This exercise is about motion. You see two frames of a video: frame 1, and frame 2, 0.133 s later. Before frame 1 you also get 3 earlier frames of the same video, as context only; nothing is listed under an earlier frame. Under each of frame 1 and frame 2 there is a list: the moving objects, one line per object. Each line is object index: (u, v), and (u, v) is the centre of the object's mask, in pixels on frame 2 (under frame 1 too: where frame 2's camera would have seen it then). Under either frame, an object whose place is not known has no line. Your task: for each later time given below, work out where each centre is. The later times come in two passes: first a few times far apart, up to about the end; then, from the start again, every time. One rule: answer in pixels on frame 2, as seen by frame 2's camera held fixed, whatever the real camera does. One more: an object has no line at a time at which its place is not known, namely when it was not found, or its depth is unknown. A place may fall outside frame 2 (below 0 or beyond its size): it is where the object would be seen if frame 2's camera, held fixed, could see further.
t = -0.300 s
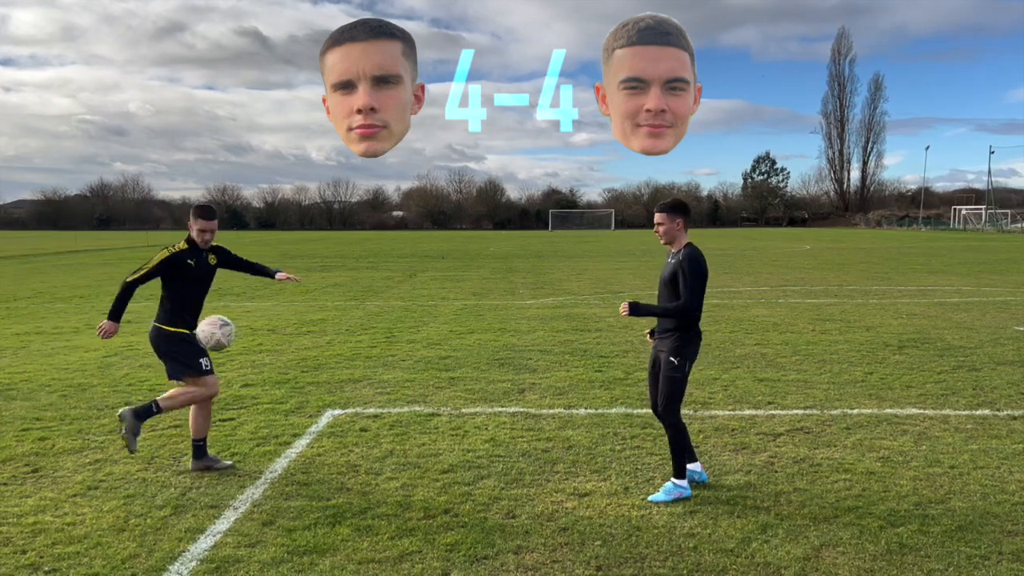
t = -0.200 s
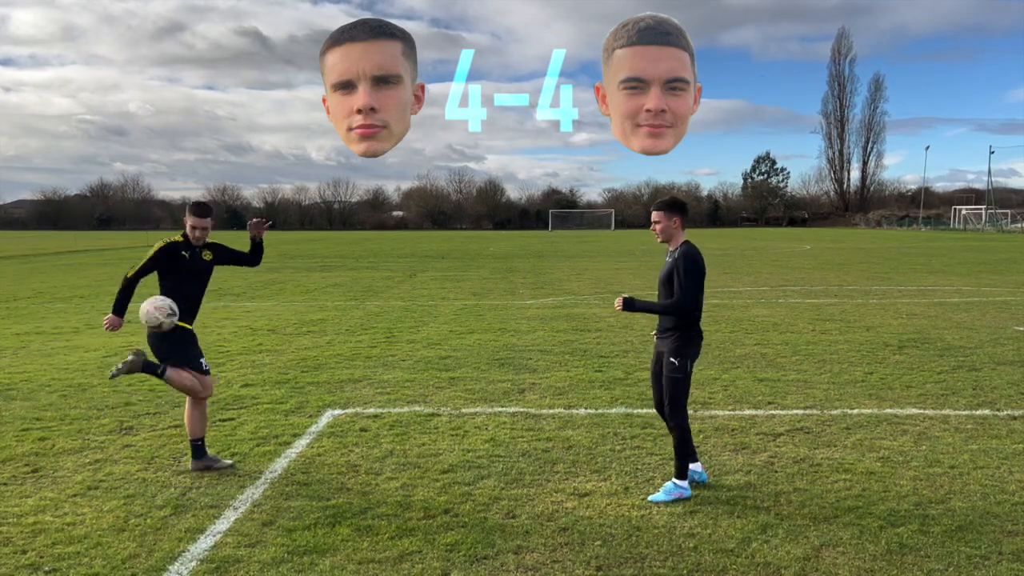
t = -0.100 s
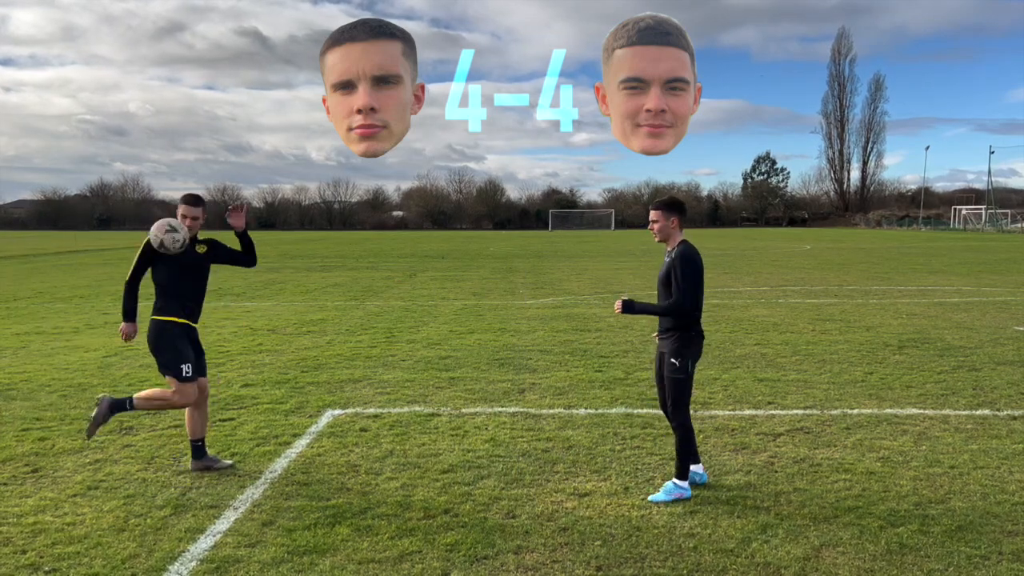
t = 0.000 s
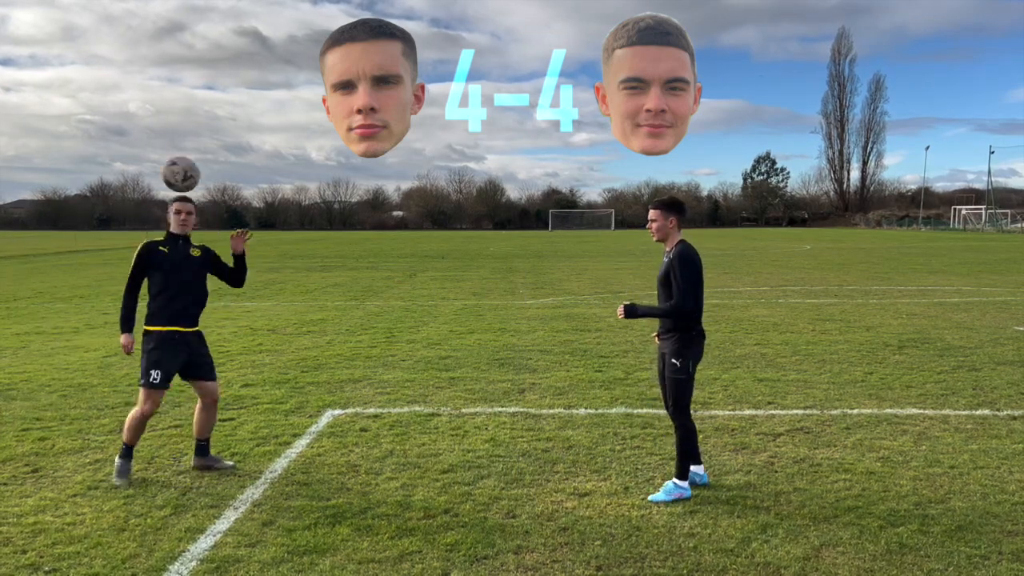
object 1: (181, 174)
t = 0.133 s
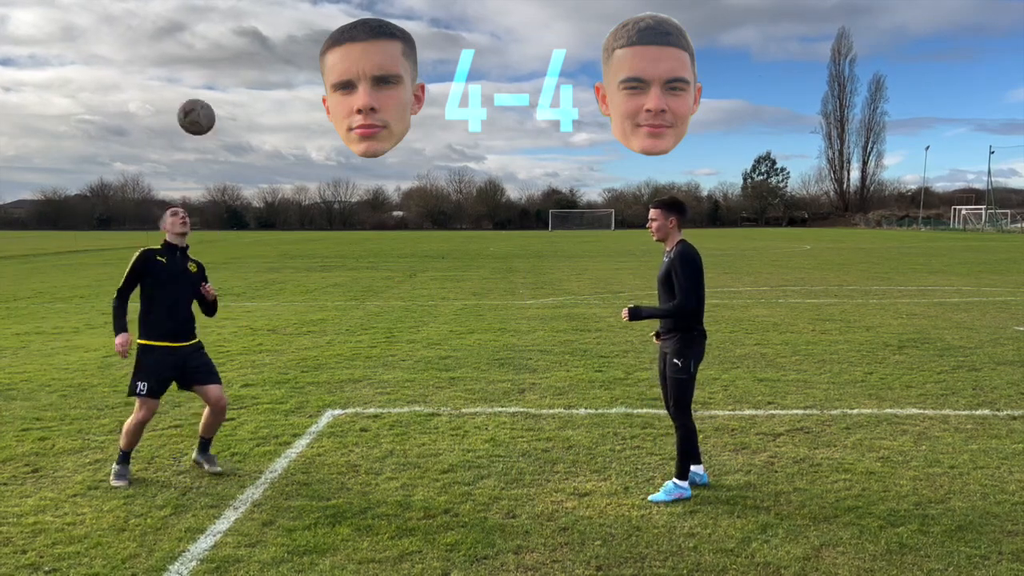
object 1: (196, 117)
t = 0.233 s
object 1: (208, 93)
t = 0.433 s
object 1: (233, 95)
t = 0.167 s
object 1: (200, 107)
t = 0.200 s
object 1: (204, 99)
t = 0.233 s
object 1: (208, 93)
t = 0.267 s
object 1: (212, 89)
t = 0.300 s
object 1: (216, 87)
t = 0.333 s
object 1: (221, 86)
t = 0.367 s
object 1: (225, 87)
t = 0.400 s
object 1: (229, 90)
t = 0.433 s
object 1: (233, 95)
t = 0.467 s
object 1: (238, 101)
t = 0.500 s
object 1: (242, 109)
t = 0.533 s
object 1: (247, 119)
